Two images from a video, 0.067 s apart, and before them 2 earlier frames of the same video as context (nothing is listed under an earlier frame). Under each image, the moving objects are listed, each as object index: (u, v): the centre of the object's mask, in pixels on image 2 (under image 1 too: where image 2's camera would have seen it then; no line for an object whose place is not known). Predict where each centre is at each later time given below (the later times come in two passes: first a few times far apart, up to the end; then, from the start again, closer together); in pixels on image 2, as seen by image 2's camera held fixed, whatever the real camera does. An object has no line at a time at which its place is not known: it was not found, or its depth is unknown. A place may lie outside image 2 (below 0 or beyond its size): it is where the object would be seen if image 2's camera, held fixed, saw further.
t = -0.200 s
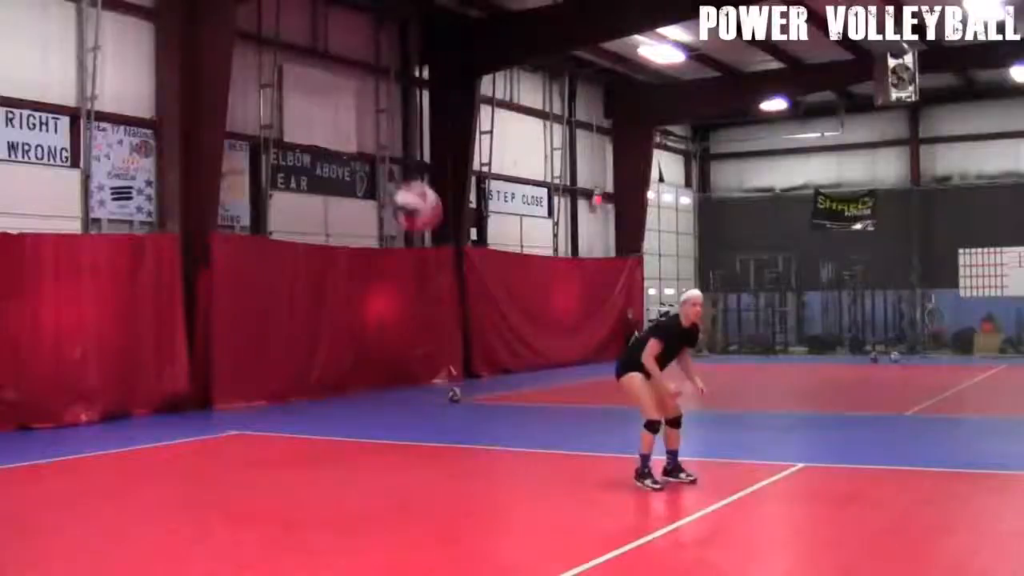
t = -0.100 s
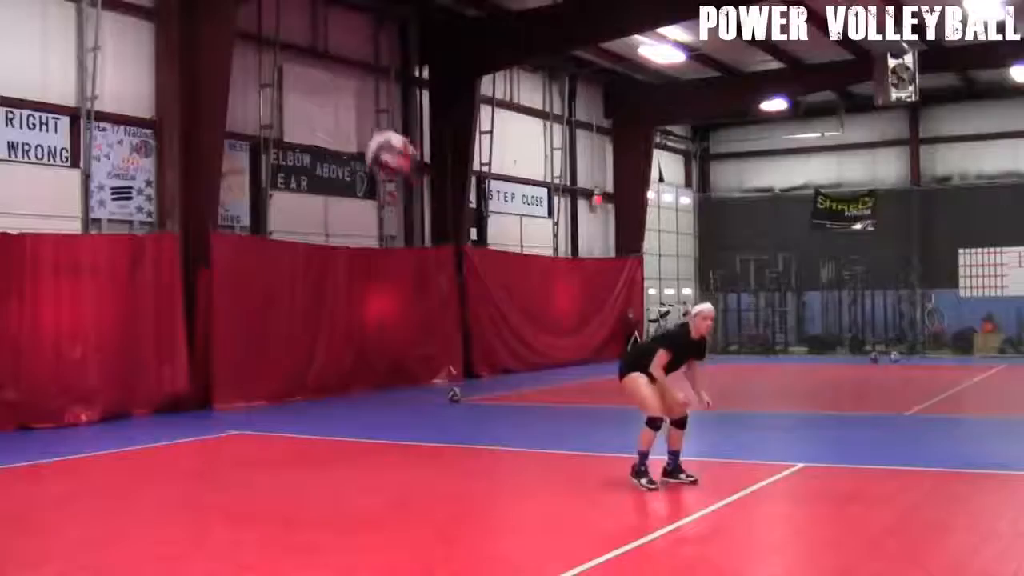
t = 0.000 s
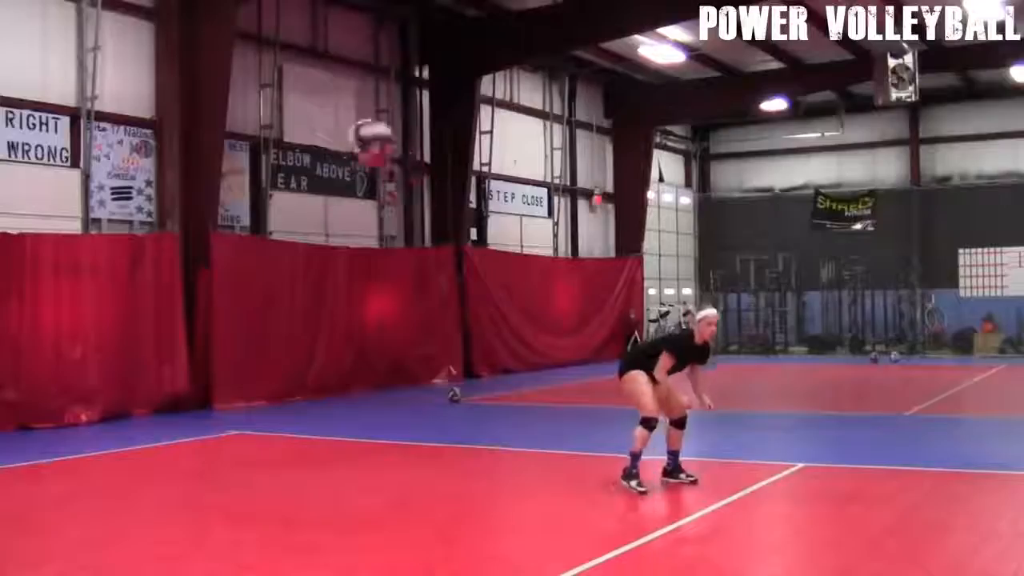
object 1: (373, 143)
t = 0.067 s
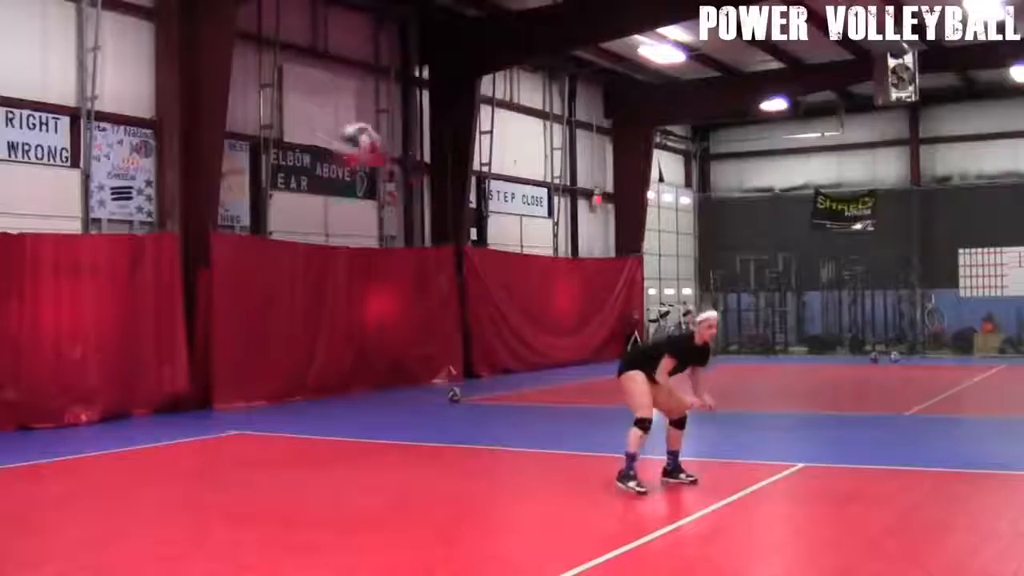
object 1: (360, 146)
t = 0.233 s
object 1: (327, 197)
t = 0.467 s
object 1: (292, 364)
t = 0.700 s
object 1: (260, 538)
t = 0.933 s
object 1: (215, 388)
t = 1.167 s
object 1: (174, 341)
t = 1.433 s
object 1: (132, 426)
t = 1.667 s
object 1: (100, 530)
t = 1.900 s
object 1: (63, 434)
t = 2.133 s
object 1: (34, 442)
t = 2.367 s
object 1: (13, 553)
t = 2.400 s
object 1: (10, 539)
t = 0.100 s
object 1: (351, 149)
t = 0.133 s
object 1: (342, 159)
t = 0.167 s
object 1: (338, 169)
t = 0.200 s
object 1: (334, 181)
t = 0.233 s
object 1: (327, 197)
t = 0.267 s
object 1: (323, 213)
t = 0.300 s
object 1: (315, 230)
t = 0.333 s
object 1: (309, 253)
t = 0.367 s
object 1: (305, 279)
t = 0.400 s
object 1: (298, 303)
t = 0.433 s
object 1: (293, 332)
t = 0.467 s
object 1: (292, 364)
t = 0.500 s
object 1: (286, 393)
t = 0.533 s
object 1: (282, 433)
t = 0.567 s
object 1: (280, 468)
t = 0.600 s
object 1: (274, 505)
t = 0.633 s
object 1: (271, 547)
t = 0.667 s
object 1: (264, 562)
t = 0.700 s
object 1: (260, 538)
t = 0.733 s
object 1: (251, 509)
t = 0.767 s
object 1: (245, 482)
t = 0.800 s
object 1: (237, 458)
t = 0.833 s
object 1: (232, 435)
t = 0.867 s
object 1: (225, 415)
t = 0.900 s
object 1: (219, 399)
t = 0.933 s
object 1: (215, 388)
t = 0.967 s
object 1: (208, 370)
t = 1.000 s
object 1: (201, 361)
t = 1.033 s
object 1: (196, 353)
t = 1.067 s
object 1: (191, 347)
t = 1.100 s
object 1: (184, 342)
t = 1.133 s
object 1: (179, 341)
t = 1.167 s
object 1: (174, 341)
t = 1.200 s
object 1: (168, 343)
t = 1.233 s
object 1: (162, 350)
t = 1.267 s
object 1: (157, 356)
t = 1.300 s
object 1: (152, 365)
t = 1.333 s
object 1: (146, 376)
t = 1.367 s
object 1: (142, 392)
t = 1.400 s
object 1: (136, 407)
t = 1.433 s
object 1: (132, 426)
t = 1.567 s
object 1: (115, 518)
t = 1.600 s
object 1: (111, 545)
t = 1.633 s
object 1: (107, 550)
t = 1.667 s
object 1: (100, 530)
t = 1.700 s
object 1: (96, 509)
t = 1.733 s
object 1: (88, 493)
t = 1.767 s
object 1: (84, 478)
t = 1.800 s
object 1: (80, 464)
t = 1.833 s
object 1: (74, 452)
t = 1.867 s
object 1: (70, 442)
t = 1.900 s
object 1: (63, 434)
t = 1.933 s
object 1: (60, 429)
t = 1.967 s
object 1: (56, 427)
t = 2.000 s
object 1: (51, 426)
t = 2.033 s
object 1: (48, 427)
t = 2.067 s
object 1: (43, 429)
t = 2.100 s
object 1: (39, 434)
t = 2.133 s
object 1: (34, 442)
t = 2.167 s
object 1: (31, 450)
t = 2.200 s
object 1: (28, 461)
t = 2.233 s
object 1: (22, 475)
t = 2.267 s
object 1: (20, 492)
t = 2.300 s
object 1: (17, 509)
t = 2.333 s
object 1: (14, 530)
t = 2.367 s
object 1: (13, 553)
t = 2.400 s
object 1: (10, 539)
